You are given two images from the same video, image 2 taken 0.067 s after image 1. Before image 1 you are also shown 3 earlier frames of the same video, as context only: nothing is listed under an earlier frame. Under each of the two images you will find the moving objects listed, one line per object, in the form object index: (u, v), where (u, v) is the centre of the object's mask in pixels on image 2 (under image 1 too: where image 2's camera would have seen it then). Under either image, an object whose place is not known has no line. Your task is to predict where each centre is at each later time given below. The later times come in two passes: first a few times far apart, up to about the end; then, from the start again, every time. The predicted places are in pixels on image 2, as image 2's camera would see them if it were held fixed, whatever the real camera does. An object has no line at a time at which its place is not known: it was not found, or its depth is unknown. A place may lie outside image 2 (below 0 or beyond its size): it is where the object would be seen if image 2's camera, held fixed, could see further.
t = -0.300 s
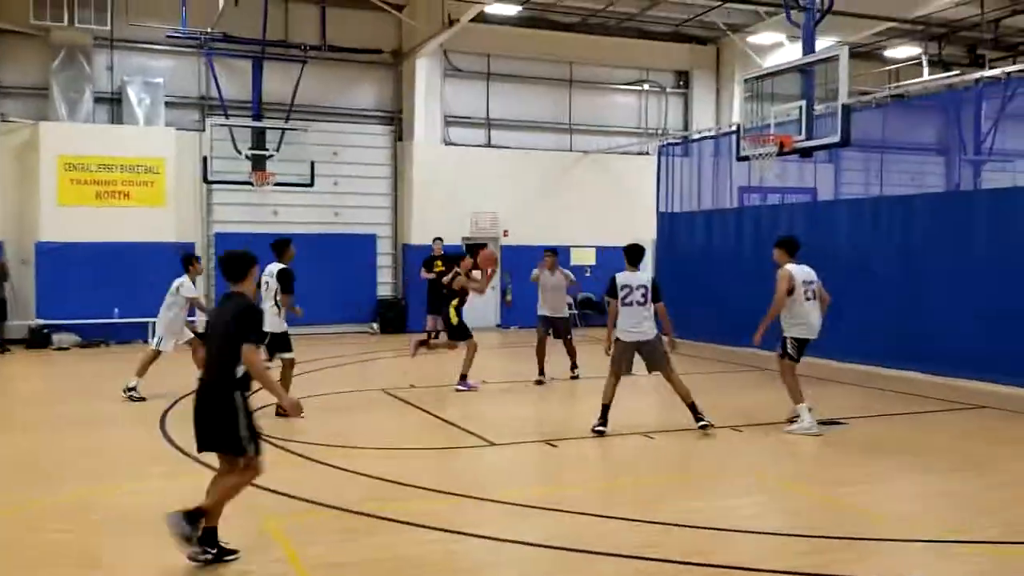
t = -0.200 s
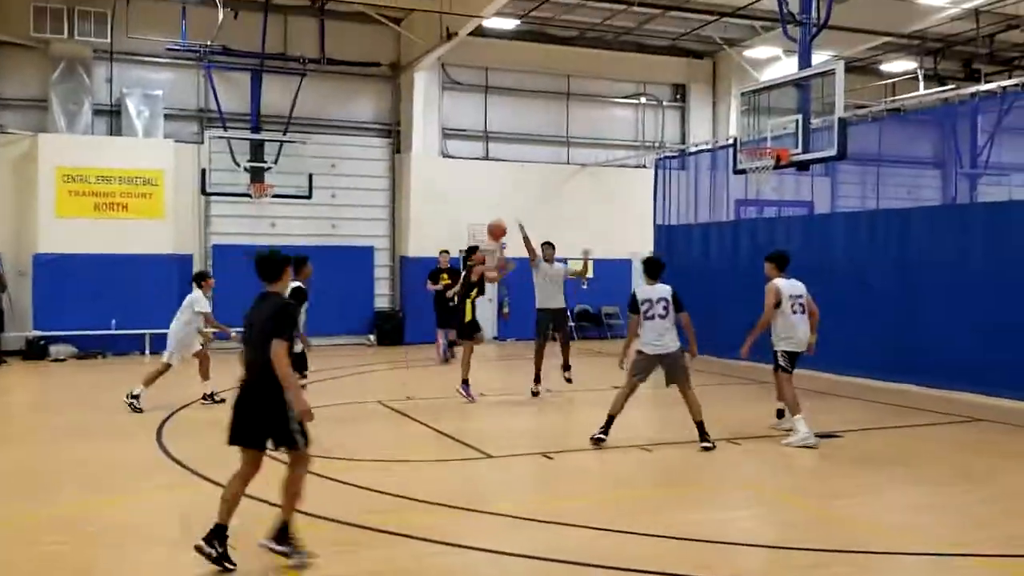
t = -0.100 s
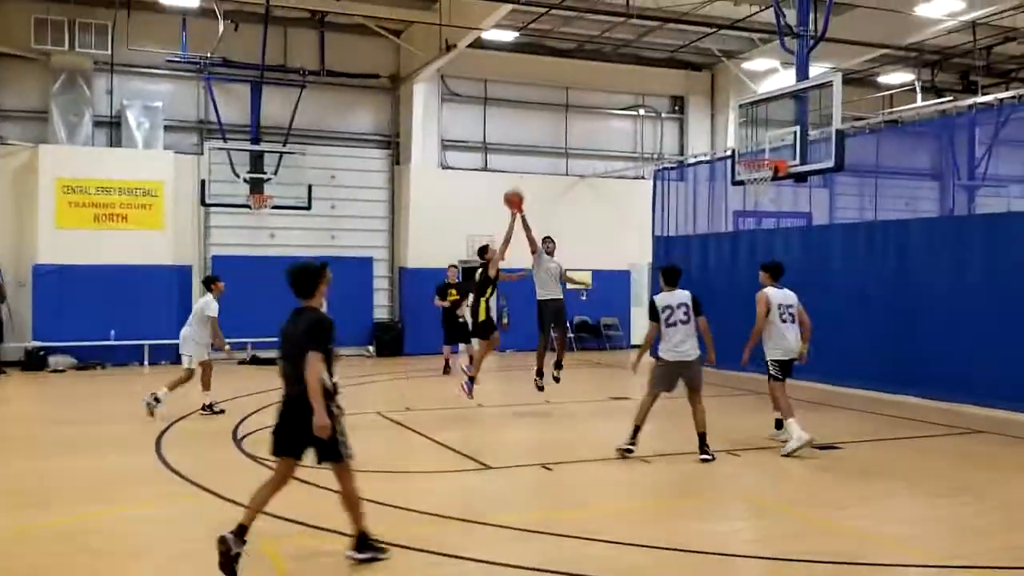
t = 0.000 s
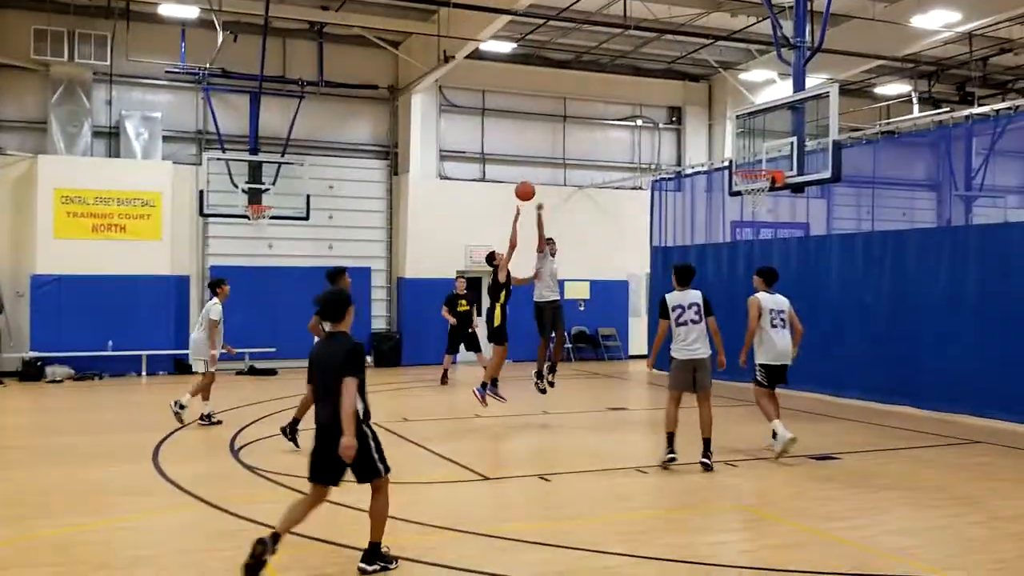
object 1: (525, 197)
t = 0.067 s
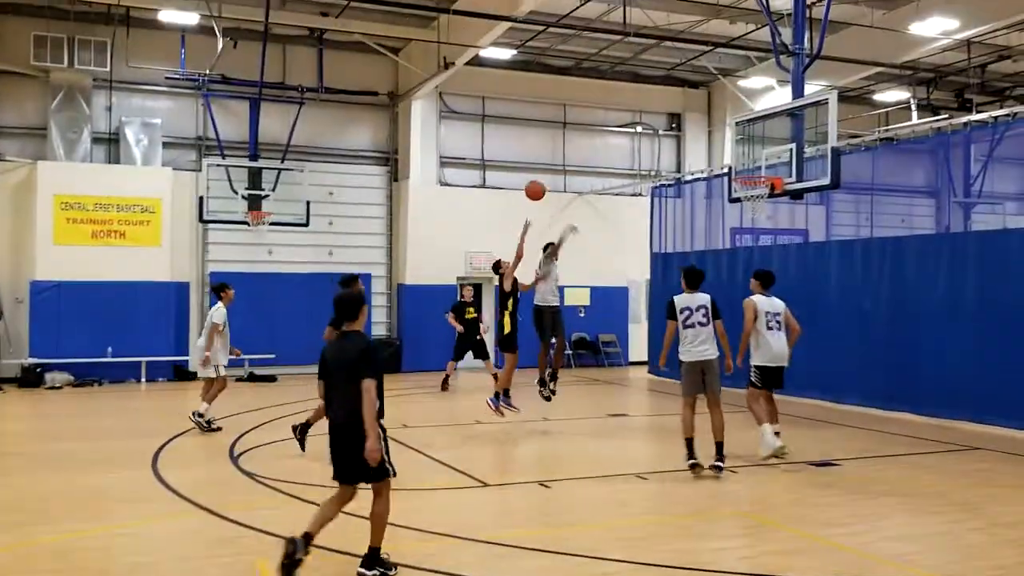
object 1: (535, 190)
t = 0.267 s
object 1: (568, 190)
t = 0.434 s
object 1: (598, 220)
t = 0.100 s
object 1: (540, 188)
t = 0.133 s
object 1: (546, 187)
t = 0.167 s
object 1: (551, 186)
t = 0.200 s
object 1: (556, 187)
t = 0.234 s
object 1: (562, 188)
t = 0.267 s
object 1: (568, 190)
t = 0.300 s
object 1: (574, 194)
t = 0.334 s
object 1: (580, 199)
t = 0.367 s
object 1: (586, 205)
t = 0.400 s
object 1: (592, 212)
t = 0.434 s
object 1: (598, 220)
